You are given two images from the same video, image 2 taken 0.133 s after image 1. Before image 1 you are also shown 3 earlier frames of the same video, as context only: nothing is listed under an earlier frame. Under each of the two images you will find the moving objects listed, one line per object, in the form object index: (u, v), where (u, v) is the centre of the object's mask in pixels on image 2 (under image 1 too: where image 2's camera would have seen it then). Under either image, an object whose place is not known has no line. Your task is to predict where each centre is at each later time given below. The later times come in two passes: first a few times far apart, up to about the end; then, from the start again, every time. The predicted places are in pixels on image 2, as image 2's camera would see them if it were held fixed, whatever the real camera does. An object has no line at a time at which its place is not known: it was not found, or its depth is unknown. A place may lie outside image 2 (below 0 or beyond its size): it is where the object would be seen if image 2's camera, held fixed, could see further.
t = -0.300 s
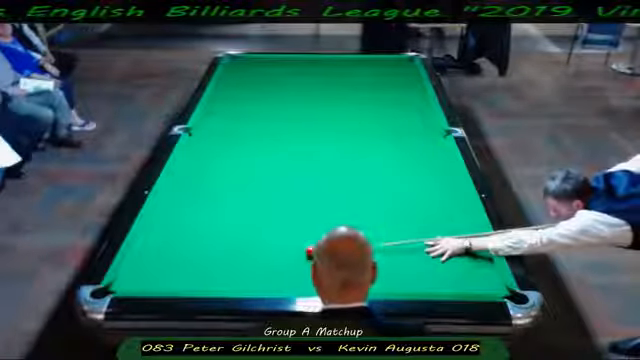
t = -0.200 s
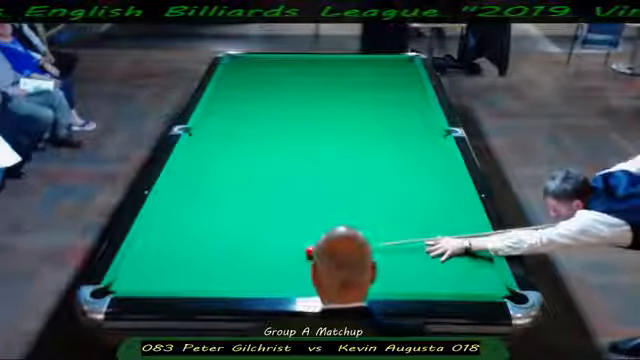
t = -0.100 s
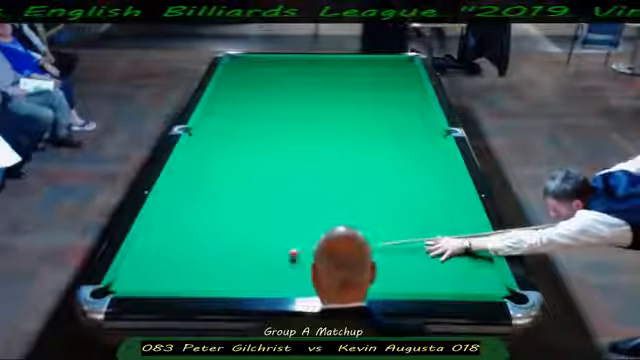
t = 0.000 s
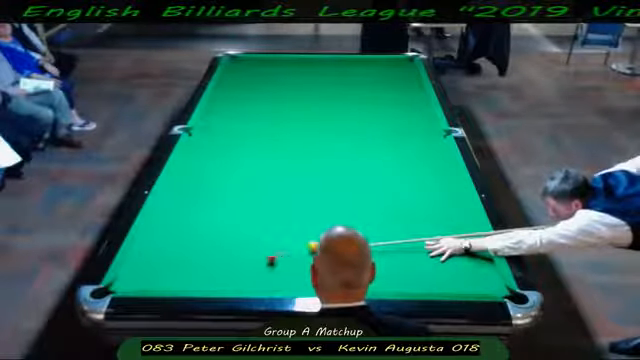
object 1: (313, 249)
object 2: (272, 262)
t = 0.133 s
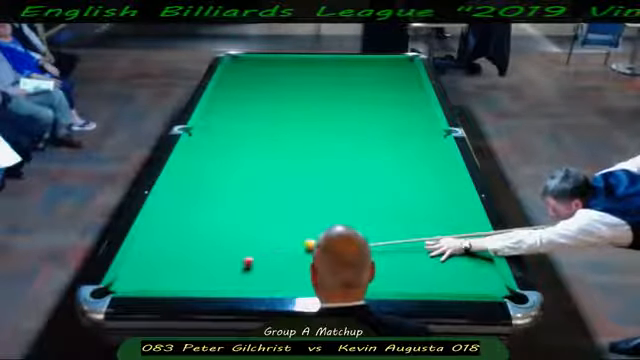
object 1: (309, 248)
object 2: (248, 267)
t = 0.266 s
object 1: (306, 246)
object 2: (224, 271)
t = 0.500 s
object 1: (299, 243)
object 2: (184, 278)
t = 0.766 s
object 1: (293, 240)
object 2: (136, 284)
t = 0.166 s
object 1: (309, 248)
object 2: (242, 267)
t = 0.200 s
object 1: (308, 247)
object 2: (236, 268)
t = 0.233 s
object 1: (307, 247)
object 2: (230, 271)
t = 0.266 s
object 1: (306, 246)
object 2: (224, 271)
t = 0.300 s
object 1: (306, 246)
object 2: (218, 272)
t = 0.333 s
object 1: (305, 246)
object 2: (213, 272)
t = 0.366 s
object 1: (304, 245)
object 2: (207, 274)
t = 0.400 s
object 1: (302, 245)
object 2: (201, 275)
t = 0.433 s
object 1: (301, 244)
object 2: (195, 276)
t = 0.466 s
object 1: (300, 244)
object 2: (189, 277)
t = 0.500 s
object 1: (299, 243)
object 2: (184, 278)
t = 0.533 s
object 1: (298, 243)
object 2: (177, 279)
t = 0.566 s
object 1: (297, 242)
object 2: (172, 279)
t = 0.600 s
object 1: (296, 242)
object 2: (165, 281)
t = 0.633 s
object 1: (296, 242)
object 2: (159, 282)
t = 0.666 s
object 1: (295, 241)
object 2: (153, 283)
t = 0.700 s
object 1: (295, 241)
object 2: (148, 283)
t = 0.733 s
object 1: (294, 241)
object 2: (142, 284)
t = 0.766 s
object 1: (293, 240)
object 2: (136, 284)
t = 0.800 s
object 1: (292, 240)
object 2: (131, 284)
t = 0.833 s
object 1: (292, 240)
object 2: (125, 286)
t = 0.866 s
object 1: (290, 239)
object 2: (117, 285)
